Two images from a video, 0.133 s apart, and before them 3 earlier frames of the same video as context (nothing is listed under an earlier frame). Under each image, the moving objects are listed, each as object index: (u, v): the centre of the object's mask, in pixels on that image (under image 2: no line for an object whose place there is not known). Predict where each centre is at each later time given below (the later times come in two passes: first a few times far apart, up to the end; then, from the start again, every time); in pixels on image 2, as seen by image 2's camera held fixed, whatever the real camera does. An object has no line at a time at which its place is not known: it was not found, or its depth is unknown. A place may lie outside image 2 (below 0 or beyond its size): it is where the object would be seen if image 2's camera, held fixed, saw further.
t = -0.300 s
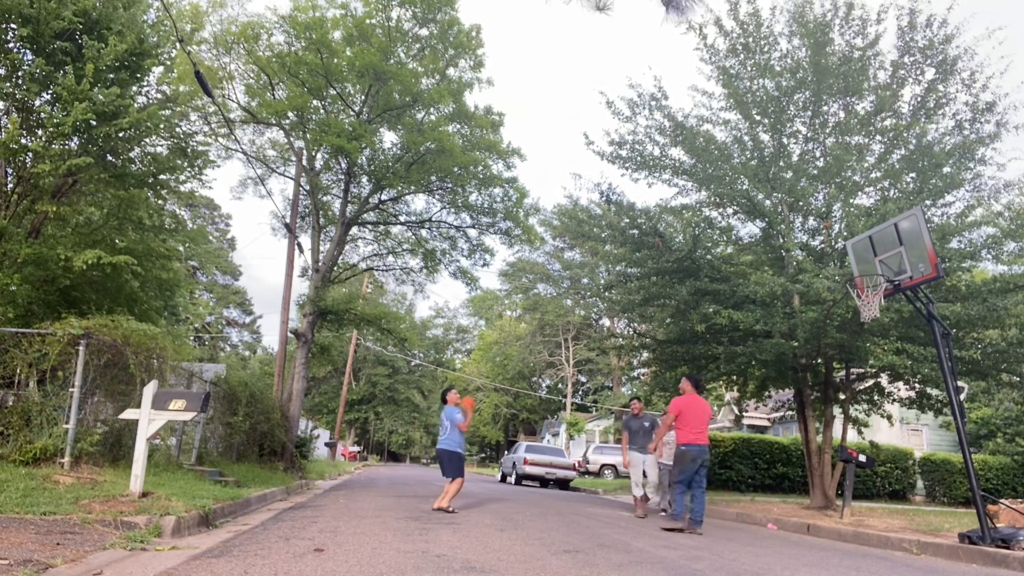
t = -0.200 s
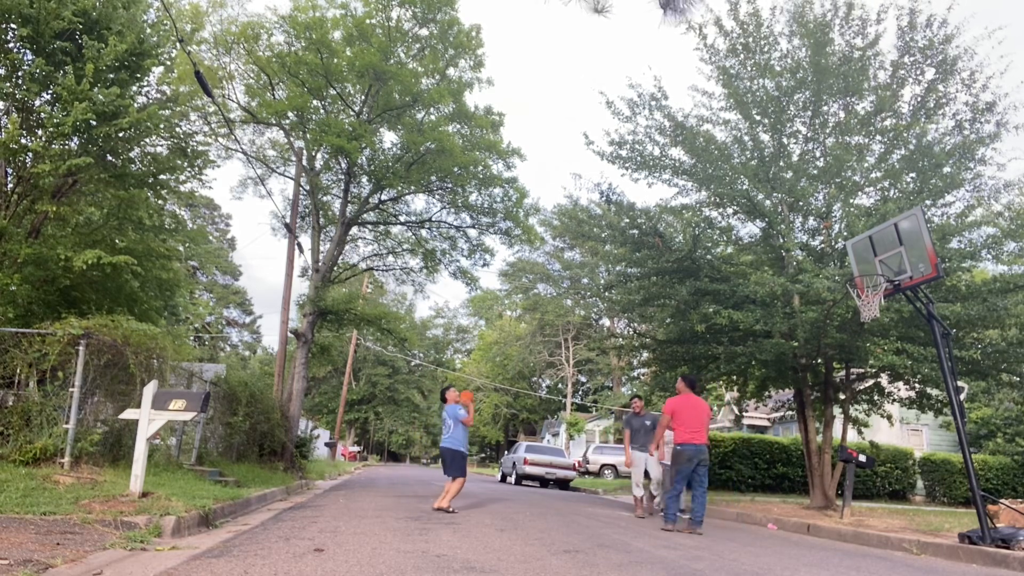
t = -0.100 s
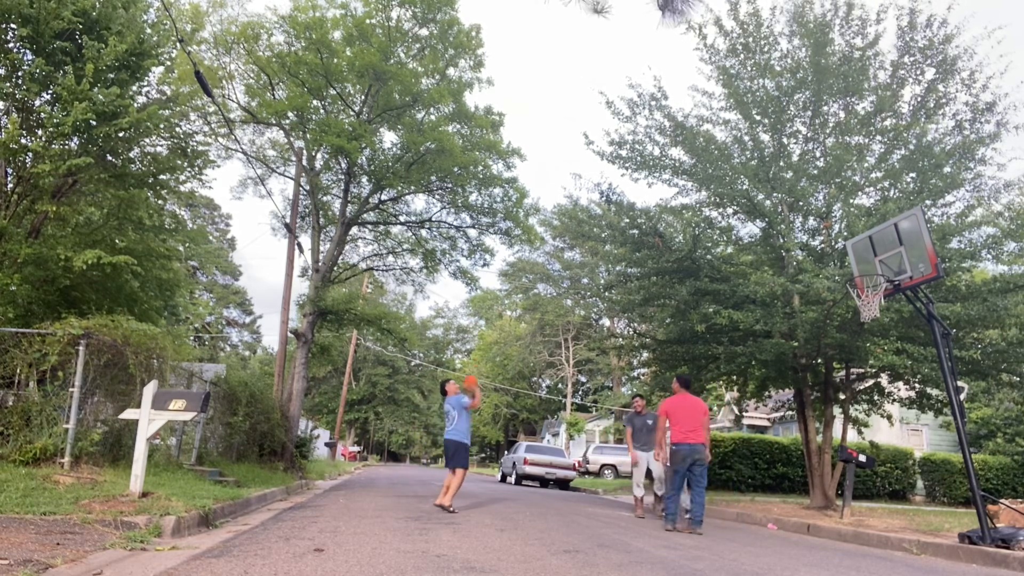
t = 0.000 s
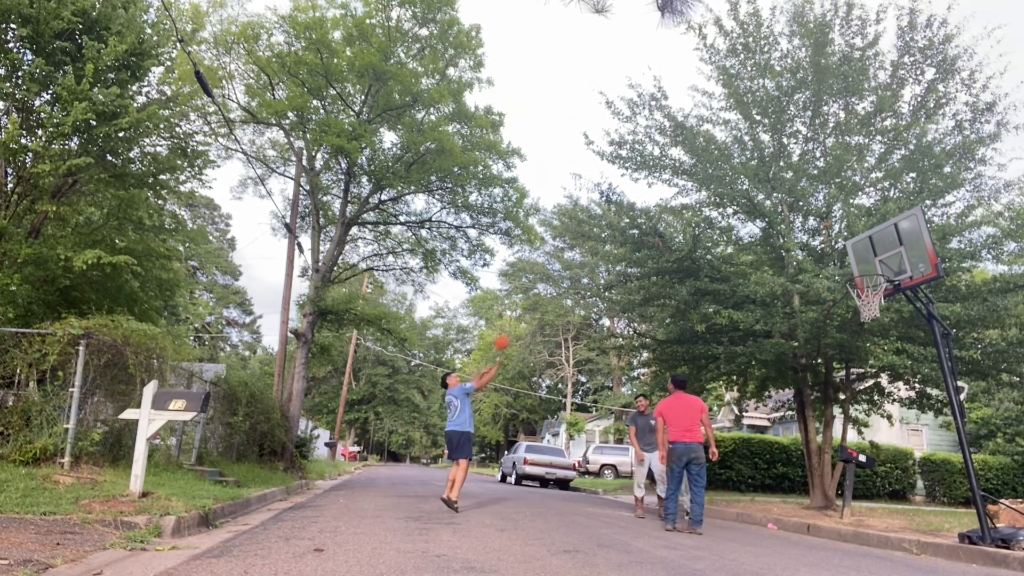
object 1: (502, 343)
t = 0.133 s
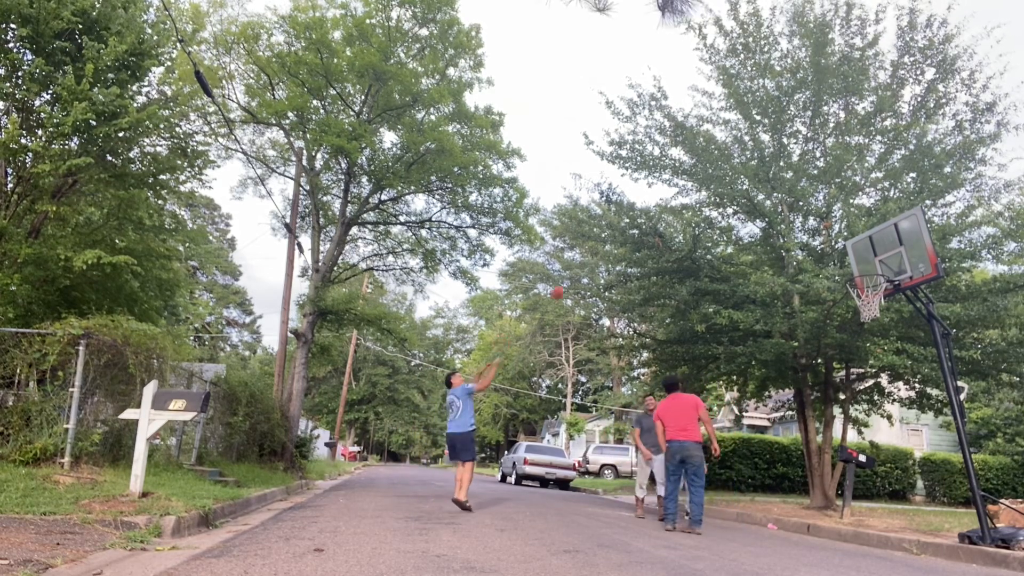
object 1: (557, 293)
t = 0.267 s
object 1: (613, 255)
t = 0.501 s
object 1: (710, 221)
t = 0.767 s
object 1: (826, 227)
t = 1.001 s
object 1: (875, 271)
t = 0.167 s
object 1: (573, 282)
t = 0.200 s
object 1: (586, 272)
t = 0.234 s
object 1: (600, 263)
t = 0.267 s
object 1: (613, 255)
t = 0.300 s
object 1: (628, 248)
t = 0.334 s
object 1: (640, 241)
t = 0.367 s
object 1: (655, 236)
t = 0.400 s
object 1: (668, 231)
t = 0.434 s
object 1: (682, 227)
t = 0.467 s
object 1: (695, 223)
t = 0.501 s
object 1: (710, 221)
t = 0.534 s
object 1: (723, 218)
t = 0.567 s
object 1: (740, 217)
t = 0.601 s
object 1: (753, 216)
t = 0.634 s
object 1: (768, 216)
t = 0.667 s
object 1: (782, 218)
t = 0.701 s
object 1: (797, 221)
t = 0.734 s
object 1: (813, 224)
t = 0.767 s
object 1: (826, 227)
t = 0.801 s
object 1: (844, 232)
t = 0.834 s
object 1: (858, 237)
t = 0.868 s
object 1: (875, 243)
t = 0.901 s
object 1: (880, 250)
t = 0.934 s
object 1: (880, 258)
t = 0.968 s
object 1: (879, 266)
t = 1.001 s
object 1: (875, 271)
